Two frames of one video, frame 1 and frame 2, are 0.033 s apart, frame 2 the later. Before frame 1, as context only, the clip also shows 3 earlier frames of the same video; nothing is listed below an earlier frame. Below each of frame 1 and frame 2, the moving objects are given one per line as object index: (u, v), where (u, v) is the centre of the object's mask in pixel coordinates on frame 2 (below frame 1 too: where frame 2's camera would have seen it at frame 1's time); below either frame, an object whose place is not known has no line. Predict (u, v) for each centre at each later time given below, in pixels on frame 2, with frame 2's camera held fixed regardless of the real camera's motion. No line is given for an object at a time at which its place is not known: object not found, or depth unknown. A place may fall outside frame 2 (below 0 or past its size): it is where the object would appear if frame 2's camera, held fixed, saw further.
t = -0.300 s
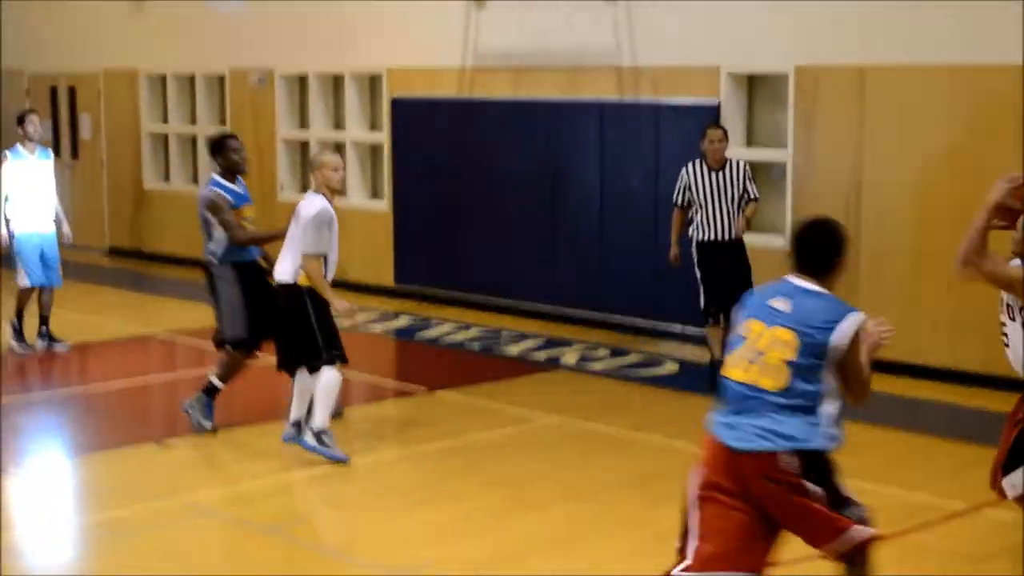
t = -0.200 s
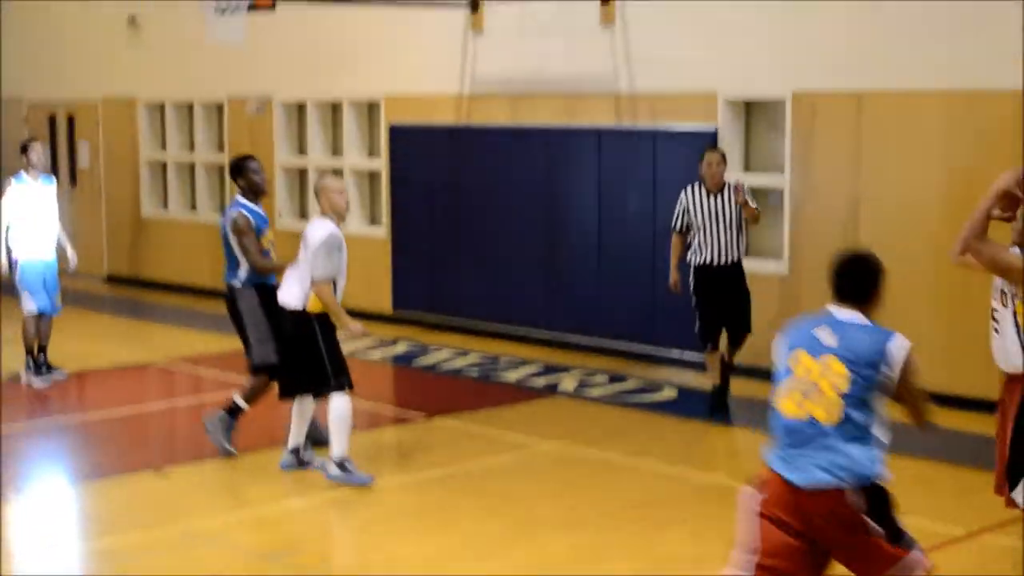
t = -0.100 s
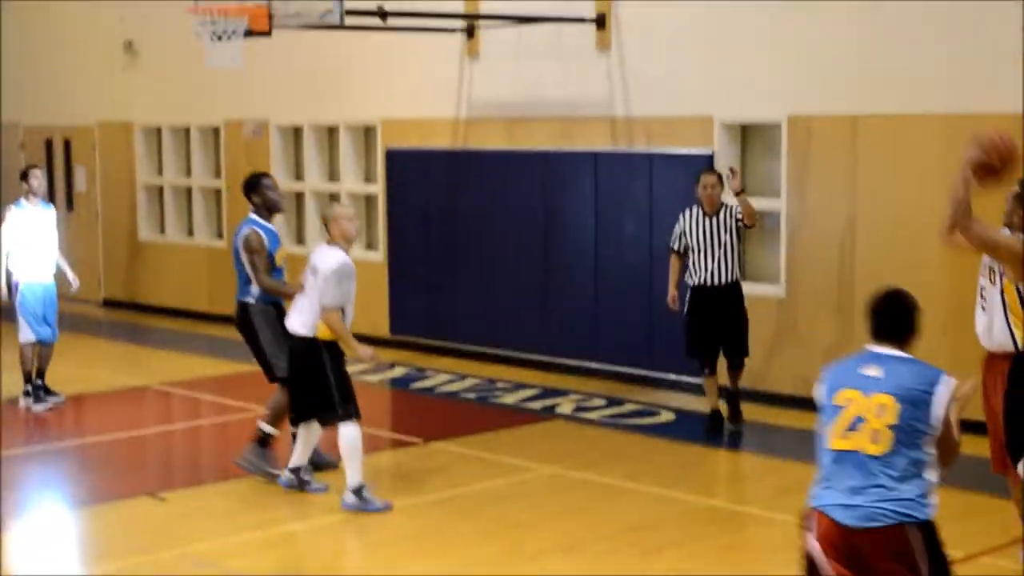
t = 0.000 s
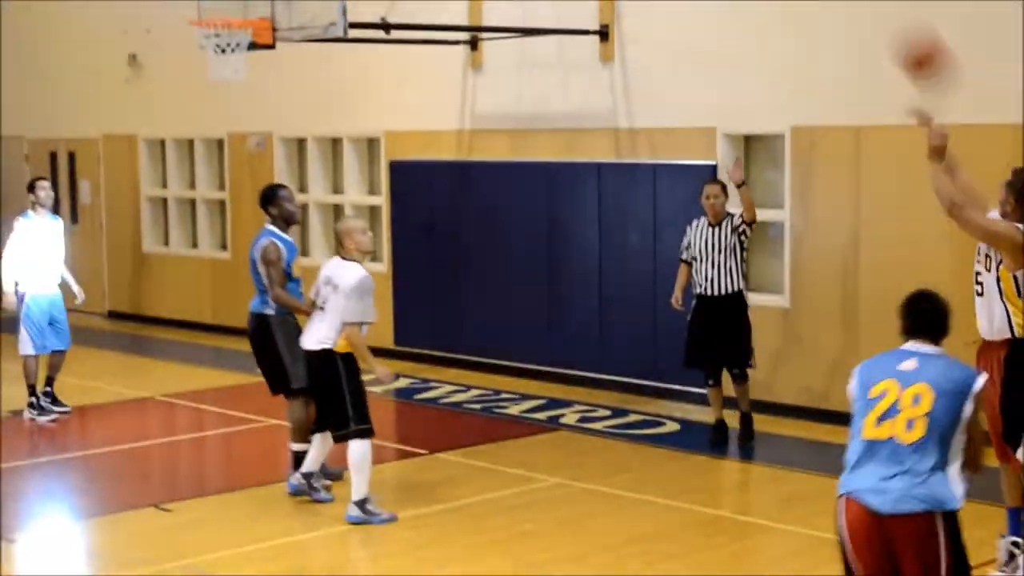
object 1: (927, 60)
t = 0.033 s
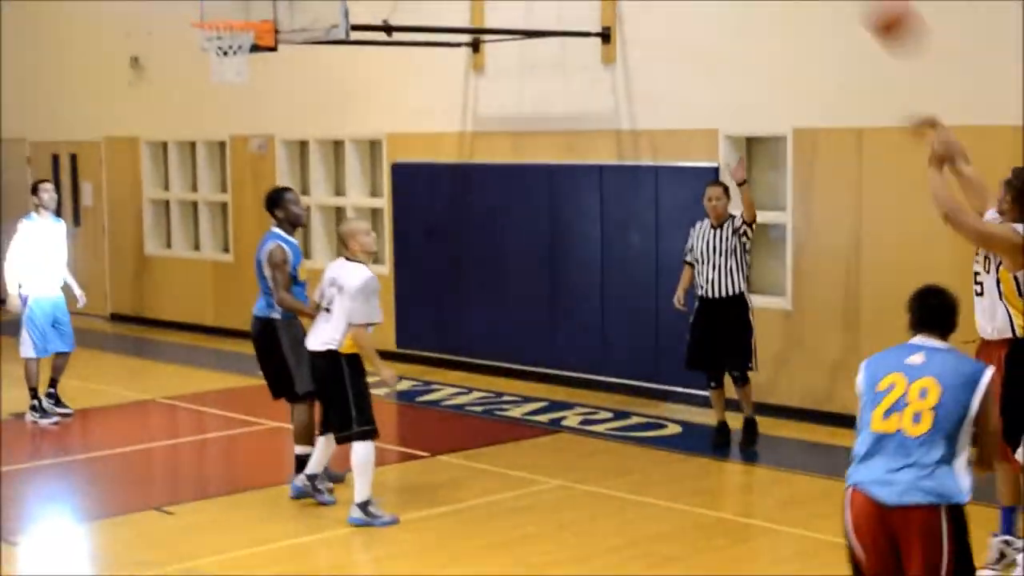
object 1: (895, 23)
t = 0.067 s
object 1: (858, 3)
